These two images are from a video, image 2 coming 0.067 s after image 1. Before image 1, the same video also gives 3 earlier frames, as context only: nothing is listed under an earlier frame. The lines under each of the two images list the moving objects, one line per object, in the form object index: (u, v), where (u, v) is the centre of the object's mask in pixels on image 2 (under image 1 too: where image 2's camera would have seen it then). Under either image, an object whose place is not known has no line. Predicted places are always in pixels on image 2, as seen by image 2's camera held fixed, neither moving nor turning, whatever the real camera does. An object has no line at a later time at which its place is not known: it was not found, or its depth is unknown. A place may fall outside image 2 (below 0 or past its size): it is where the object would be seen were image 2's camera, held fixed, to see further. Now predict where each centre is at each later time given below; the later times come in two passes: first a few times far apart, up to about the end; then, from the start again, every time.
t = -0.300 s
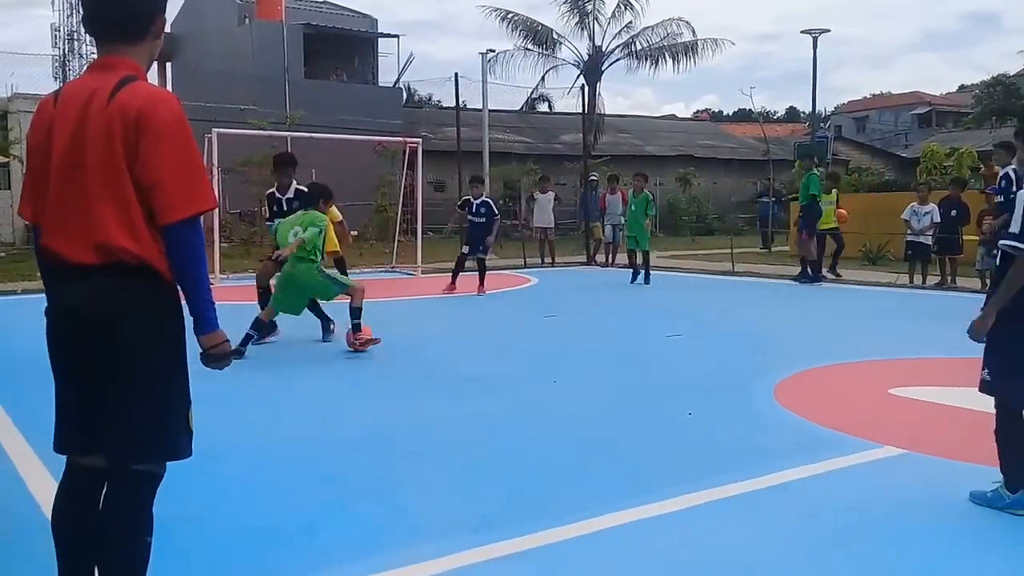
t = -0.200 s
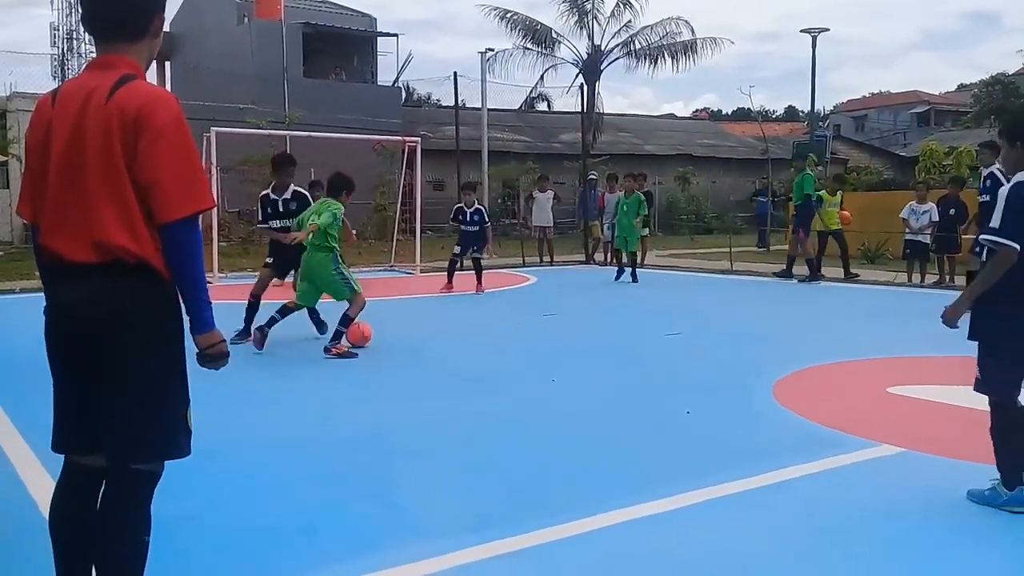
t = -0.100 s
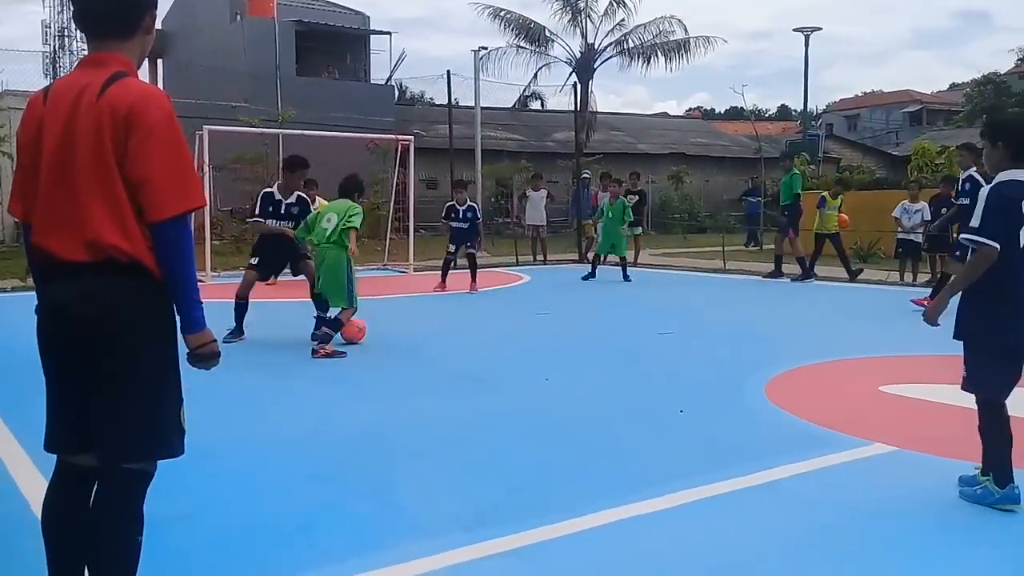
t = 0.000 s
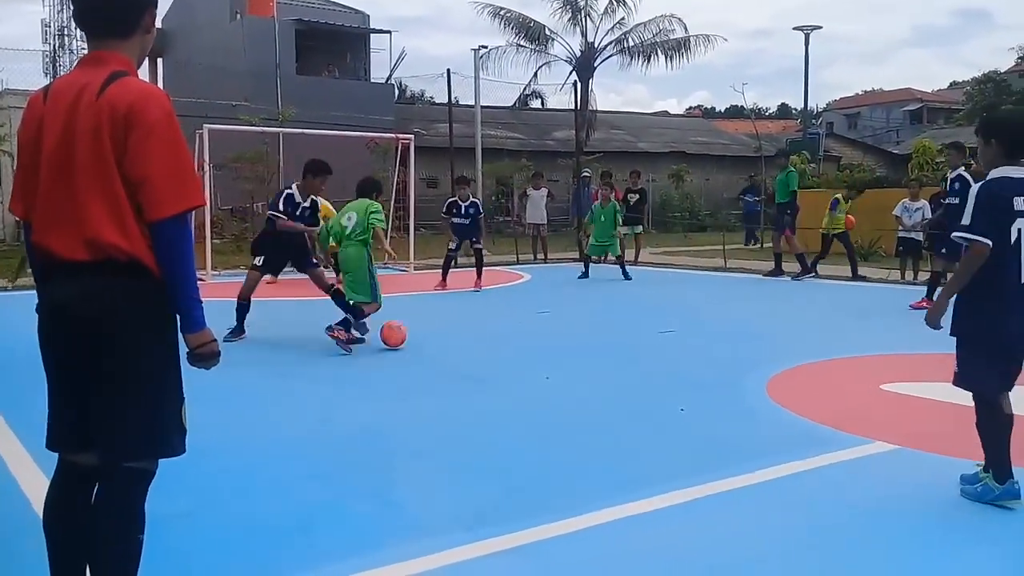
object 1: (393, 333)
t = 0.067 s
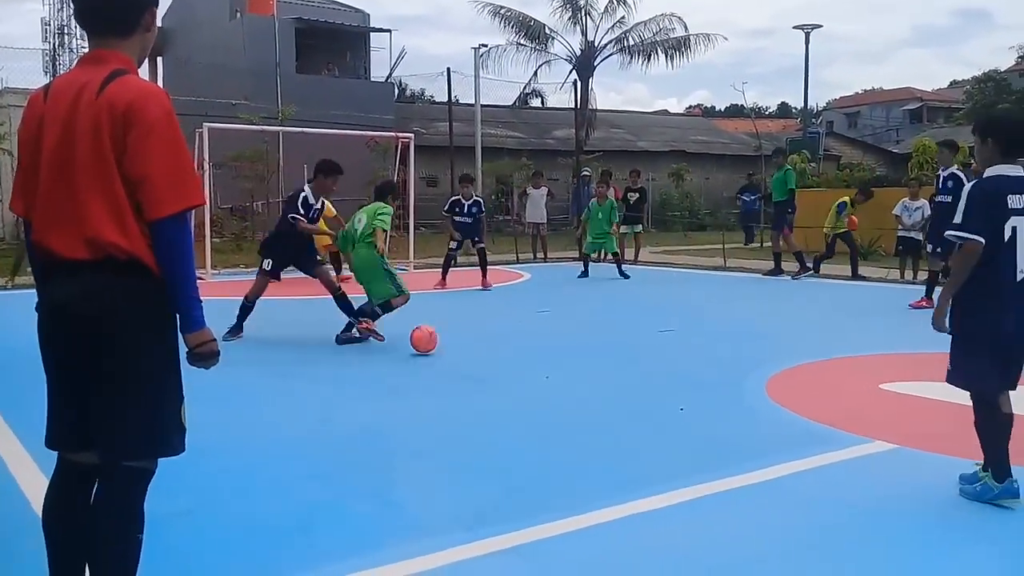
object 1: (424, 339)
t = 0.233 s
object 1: (501, 353)
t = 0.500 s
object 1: (615, 374)
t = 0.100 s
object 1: (439, 342)
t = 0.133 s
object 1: (455, 346)
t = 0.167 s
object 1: (471, 348)
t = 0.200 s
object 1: (486, 349)
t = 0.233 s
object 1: (501, 353)
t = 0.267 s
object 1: (516, 357)
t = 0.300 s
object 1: (530, 359)
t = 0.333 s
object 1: (544, 360)
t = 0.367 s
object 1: (559, 365)
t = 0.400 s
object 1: (572, 366)
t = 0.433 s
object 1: (585, 369)
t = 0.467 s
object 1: (600, 371)
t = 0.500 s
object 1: (615, 374)
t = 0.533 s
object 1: (630, 377)
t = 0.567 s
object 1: (645, 379)
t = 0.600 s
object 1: (659, 382)
